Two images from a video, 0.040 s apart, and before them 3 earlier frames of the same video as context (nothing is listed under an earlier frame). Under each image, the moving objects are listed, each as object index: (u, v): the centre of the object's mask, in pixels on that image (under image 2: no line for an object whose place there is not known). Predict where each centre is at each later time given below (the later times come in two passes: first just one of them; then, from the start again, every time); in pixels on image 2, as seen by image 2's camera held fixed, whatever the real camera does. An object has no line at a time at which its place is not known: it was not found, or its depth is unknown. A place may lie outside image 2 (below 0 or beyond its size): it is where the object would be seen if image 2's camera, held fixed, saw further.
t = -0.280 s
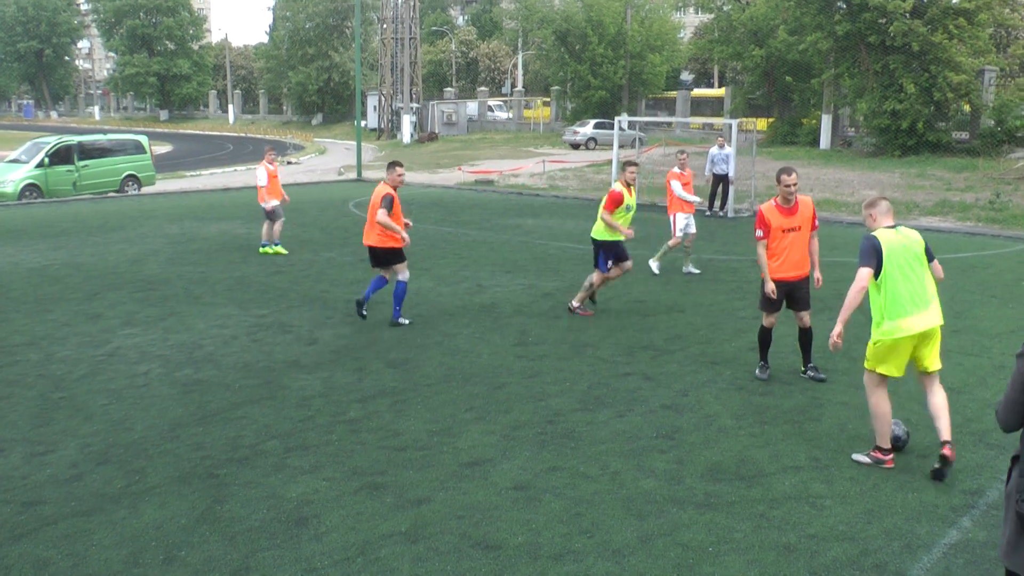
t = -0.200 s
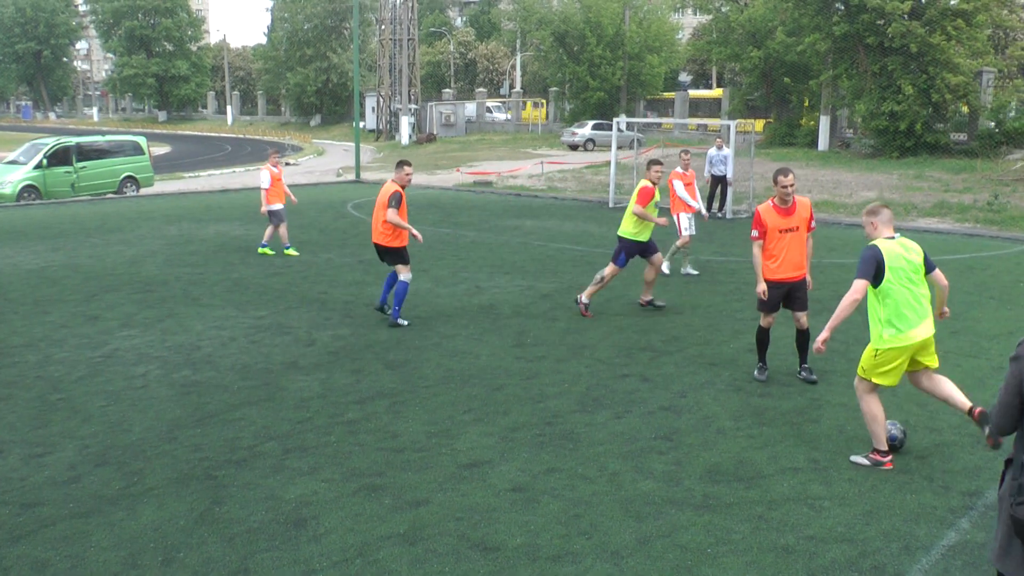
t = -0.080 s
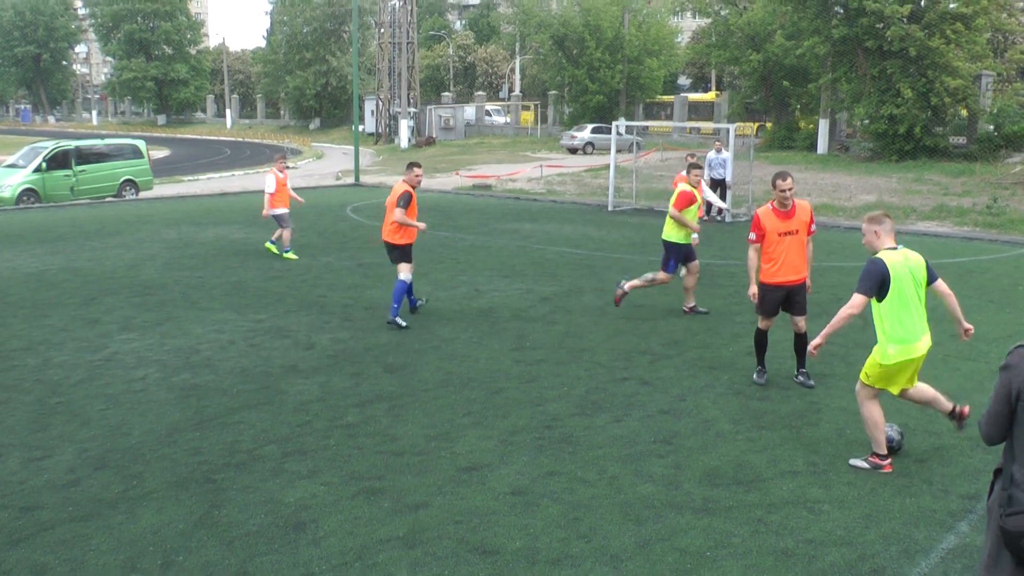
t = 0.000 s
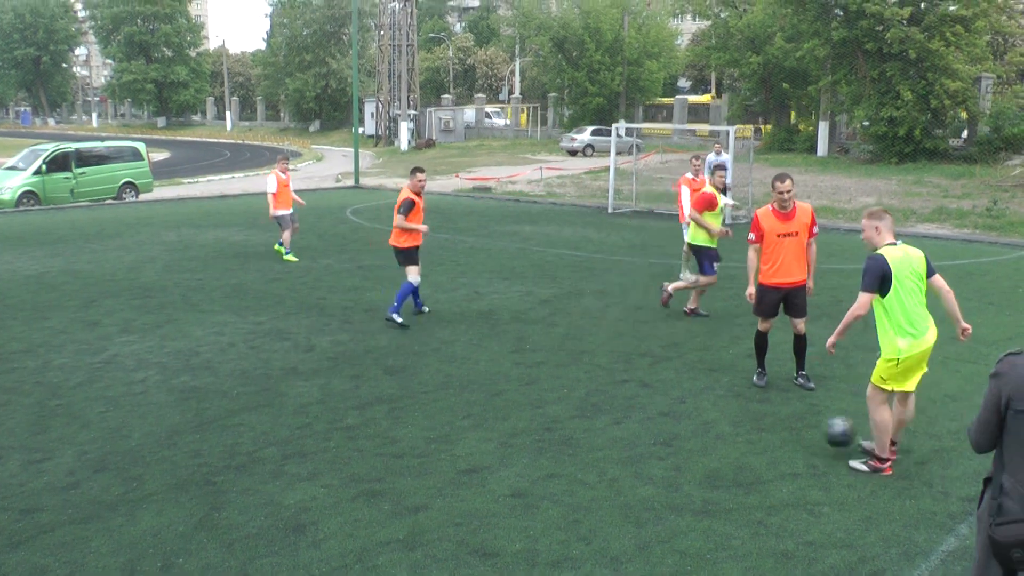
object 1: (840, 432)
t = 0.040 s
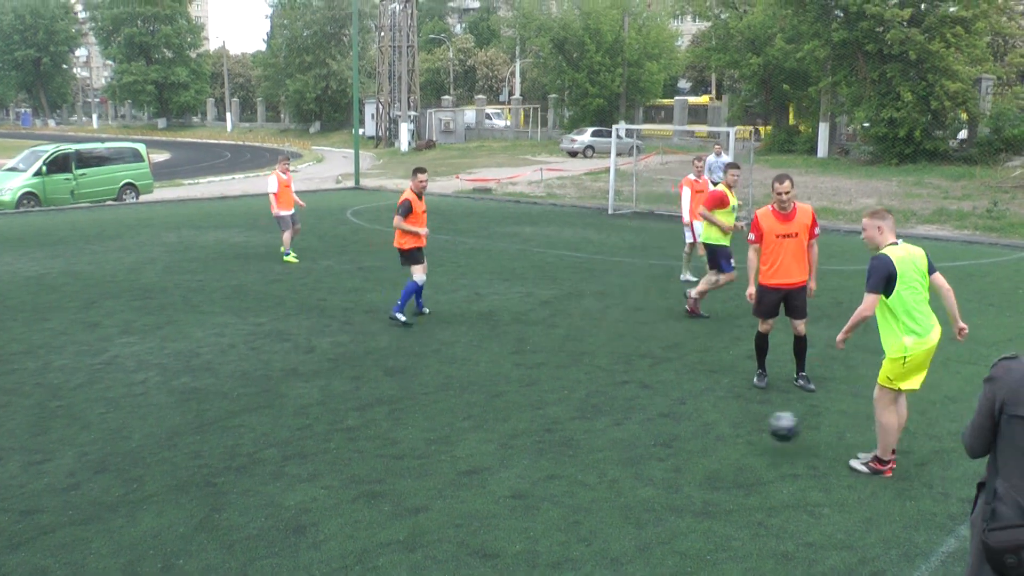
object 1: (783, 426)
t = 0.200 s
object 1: (546, 420)
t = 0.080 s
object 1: (727, 422)
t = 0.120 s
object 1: (668, 419)
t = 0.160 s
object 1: (607, 419)
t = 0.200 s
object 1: (546, 420)
